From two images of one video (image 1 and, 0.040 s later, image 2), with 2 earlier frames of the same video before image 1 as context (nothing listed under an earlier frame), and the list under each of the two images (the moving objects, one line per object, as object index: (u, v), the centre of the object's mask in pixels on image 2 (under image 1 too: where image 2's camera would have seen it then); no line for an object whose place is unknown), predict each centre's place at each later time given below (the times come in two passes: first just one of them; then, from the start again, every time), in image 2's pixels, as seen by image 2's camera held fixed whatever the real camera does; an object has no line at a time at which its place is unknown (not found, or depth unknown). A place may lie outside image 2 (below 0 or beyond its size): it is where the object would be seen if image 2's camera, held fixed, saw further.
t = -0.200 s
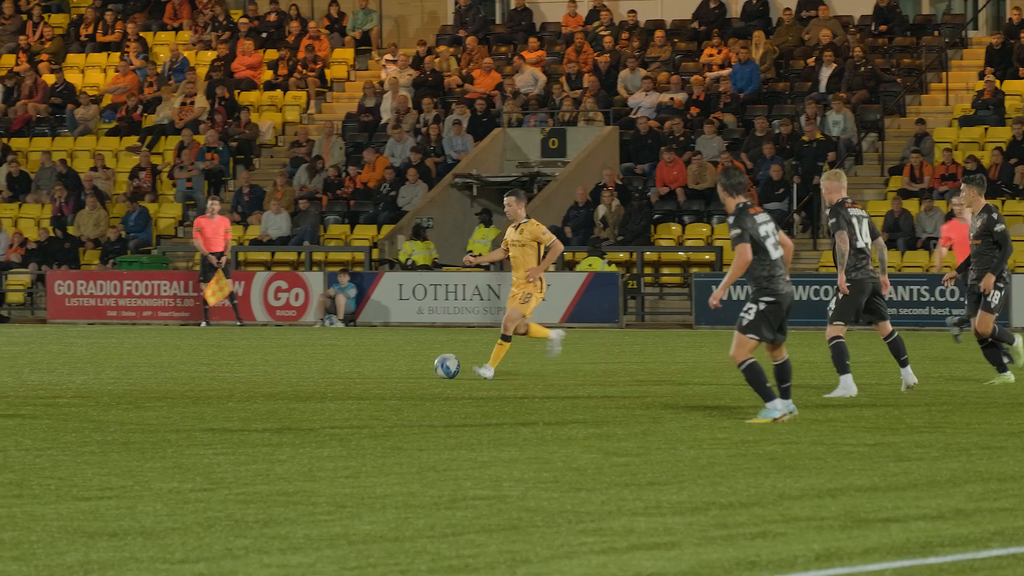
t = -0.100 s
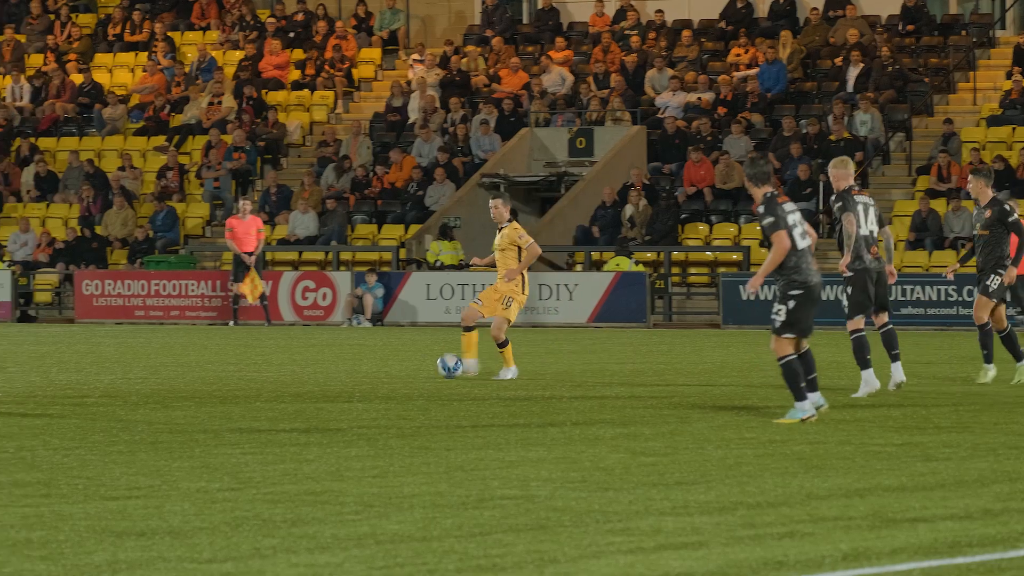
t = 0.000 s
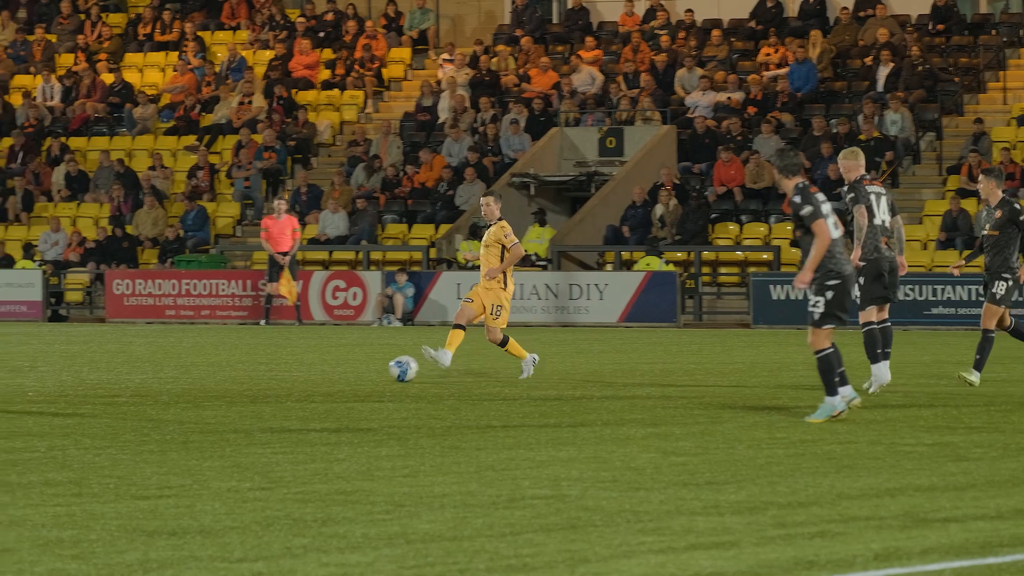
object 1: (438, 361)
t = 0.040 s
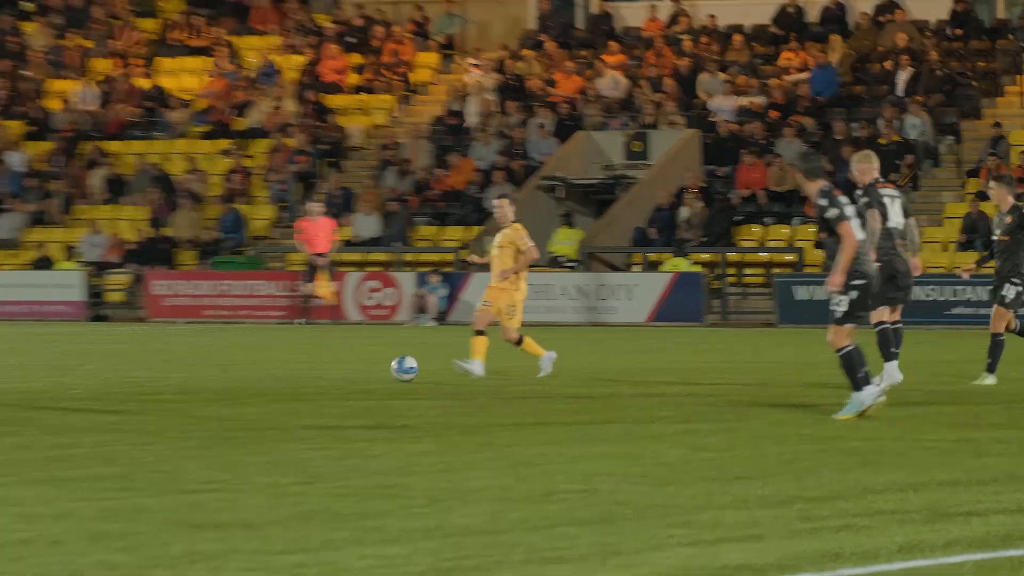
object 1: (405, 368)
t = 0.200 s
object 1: (278, 374)
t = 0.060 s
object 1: (388, 369)
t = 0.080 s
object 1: (371, 371)
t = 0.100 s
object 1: (355, 372)
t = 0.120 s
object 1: (340, 372)
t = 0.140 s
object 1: (324, 372)
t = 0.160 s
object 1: (309, 372)
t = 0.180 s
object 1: (293, 373)
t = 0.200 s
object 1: (278, 374)
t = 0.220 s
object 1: (263, 376)
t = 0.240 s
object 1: (247, 377)
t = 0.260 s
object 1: (230, 380)
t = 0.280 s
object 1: (214, 382)
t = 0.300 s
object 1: (199, 384)
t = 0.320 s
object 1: (183, 384)
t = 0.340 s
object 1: (167, 384)
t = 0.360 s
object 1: (151, 384)
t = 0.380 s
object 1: (135, 385)
